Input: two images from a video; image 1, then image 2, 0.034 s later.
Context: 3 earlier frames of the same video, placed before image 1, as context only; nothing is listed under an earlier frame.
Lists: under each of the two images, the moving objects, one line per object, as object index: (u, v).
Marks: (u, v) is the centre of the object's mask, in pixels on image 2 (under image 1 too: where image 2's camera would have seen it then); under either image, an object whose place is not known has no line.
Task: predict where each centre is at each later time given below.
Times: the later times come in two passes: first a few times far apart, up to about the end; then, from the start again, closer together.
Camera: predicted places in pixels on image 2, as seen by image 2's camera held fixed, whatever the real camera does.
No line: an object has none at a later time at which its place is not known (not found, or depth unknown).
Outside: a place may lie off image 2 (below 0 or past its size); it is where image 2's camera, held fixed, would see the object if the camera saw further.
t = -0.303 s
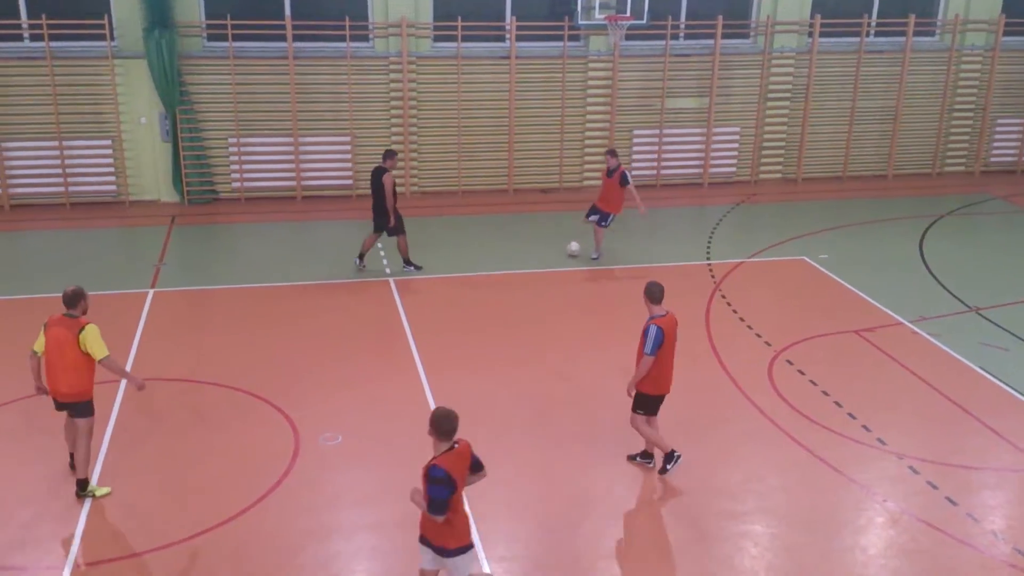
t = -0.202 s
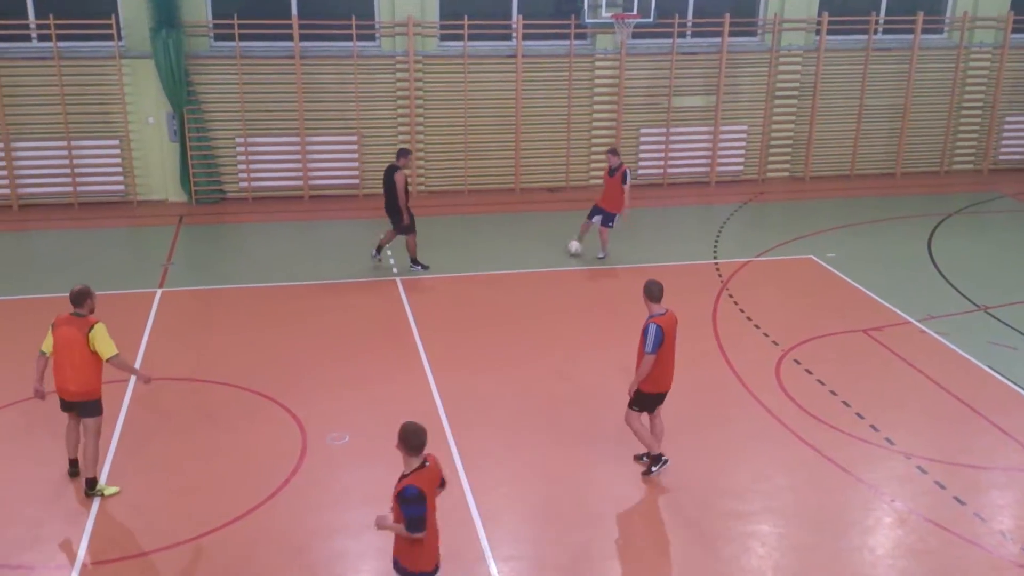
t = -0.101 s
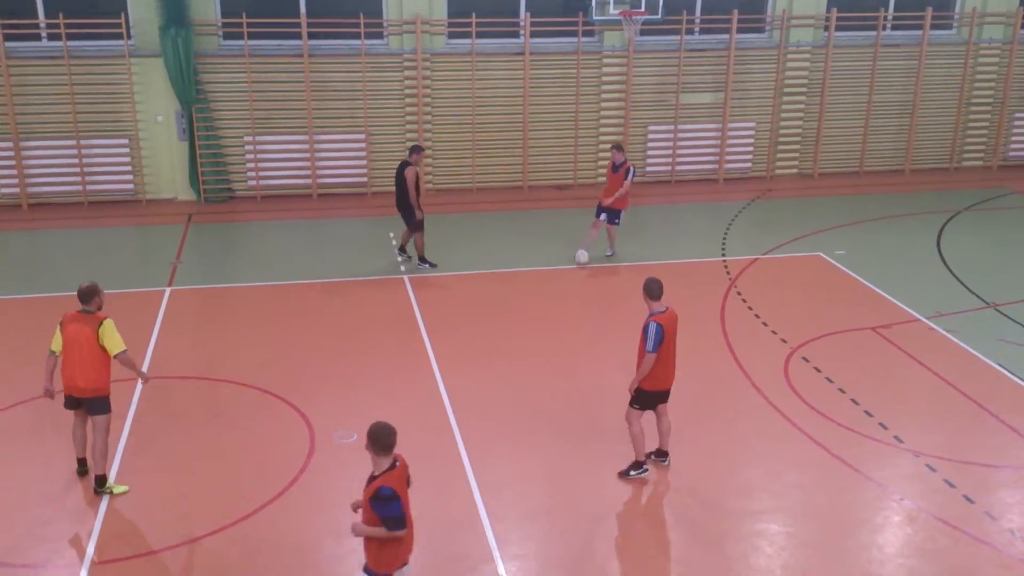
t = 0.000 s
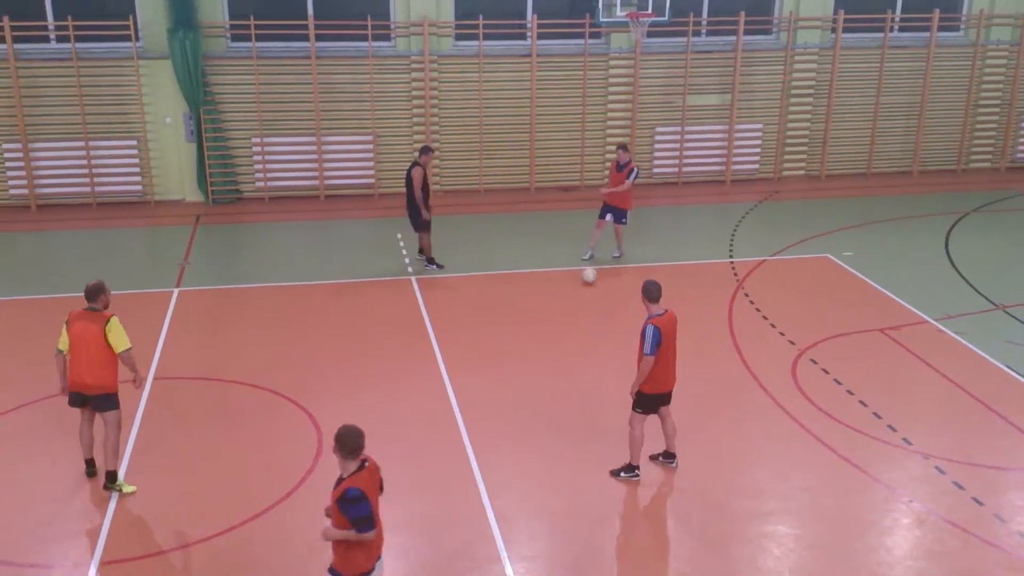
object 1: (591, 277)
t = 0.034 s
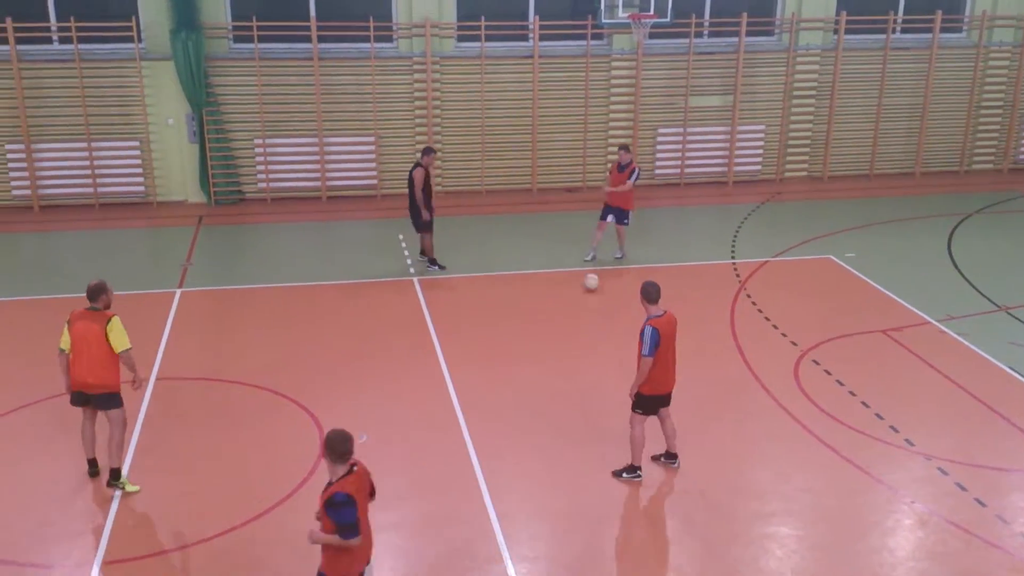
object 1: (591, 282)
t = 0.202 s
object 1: (591, 309)
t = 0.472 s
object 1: (587, 351)
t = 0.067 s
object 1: (591, 287)
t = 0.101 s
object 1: (591, 293)
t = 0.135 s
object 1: (591, 298)
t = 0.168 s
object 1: (591, 304)
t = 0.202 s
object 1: (591, 309)
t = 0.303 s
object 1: (590, 324)
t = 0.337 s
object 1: (590, 330)
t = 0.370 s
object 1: (589, 335)
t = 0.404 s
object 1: (588, 341)
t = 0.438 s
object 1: (587, 345)
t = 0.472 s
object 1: (587, 351)
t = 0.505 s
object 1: (585, 355)
